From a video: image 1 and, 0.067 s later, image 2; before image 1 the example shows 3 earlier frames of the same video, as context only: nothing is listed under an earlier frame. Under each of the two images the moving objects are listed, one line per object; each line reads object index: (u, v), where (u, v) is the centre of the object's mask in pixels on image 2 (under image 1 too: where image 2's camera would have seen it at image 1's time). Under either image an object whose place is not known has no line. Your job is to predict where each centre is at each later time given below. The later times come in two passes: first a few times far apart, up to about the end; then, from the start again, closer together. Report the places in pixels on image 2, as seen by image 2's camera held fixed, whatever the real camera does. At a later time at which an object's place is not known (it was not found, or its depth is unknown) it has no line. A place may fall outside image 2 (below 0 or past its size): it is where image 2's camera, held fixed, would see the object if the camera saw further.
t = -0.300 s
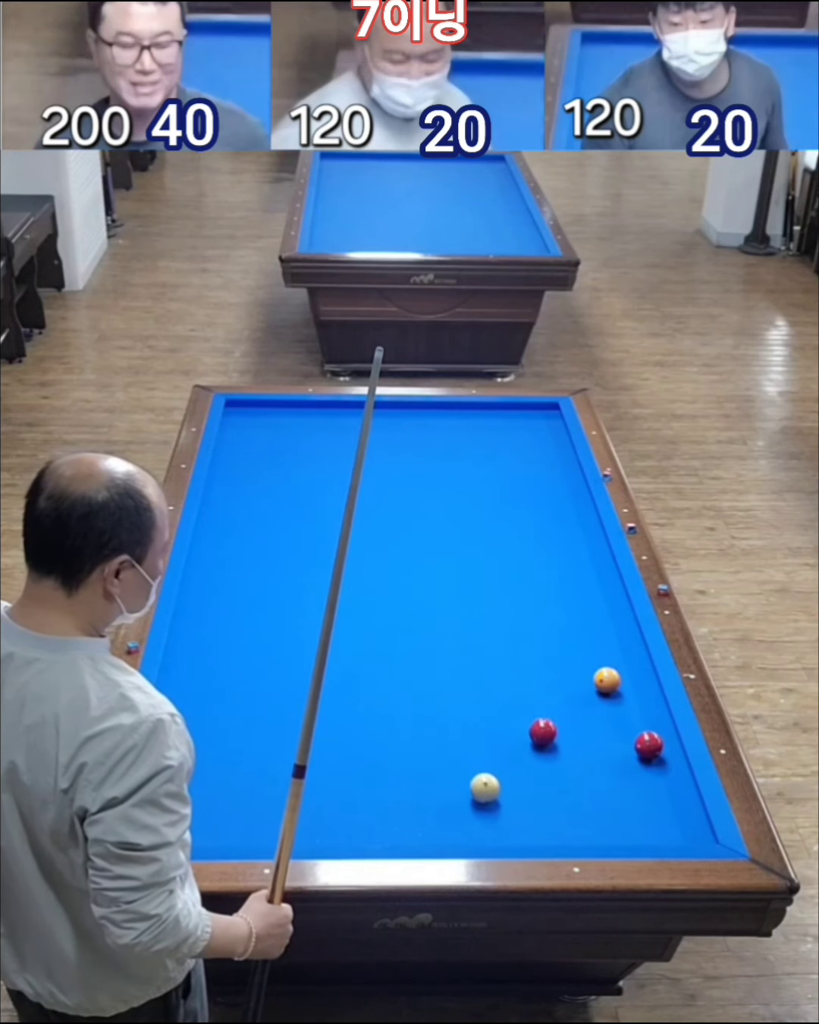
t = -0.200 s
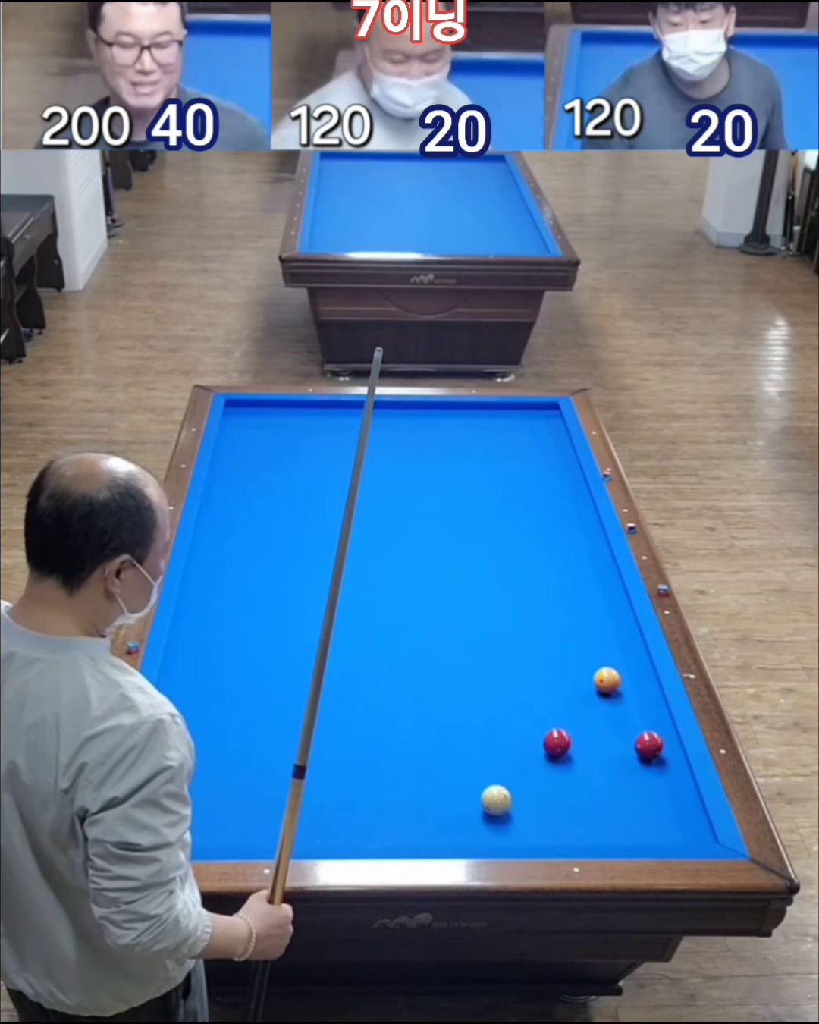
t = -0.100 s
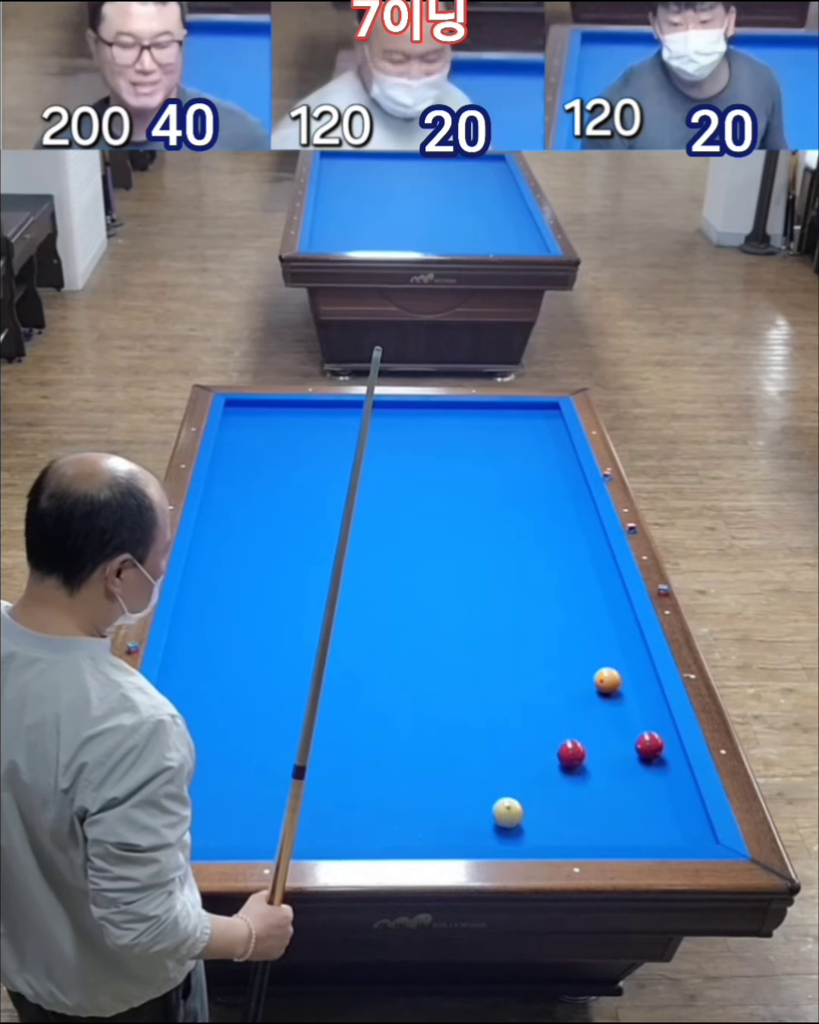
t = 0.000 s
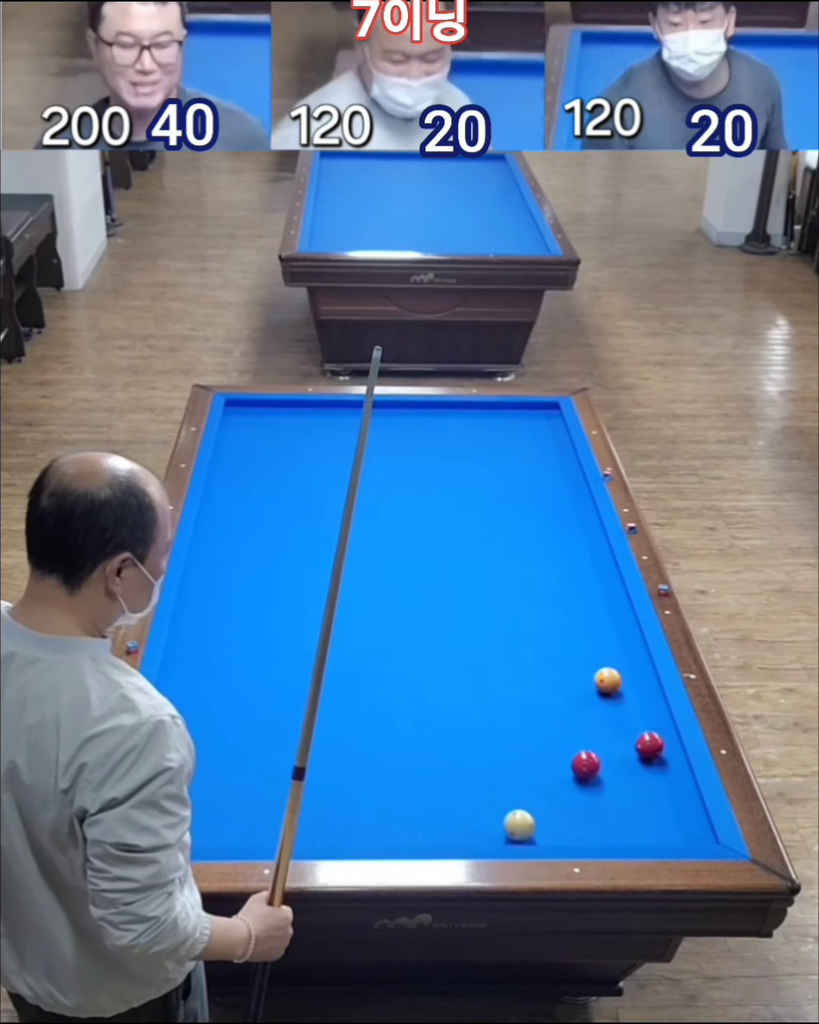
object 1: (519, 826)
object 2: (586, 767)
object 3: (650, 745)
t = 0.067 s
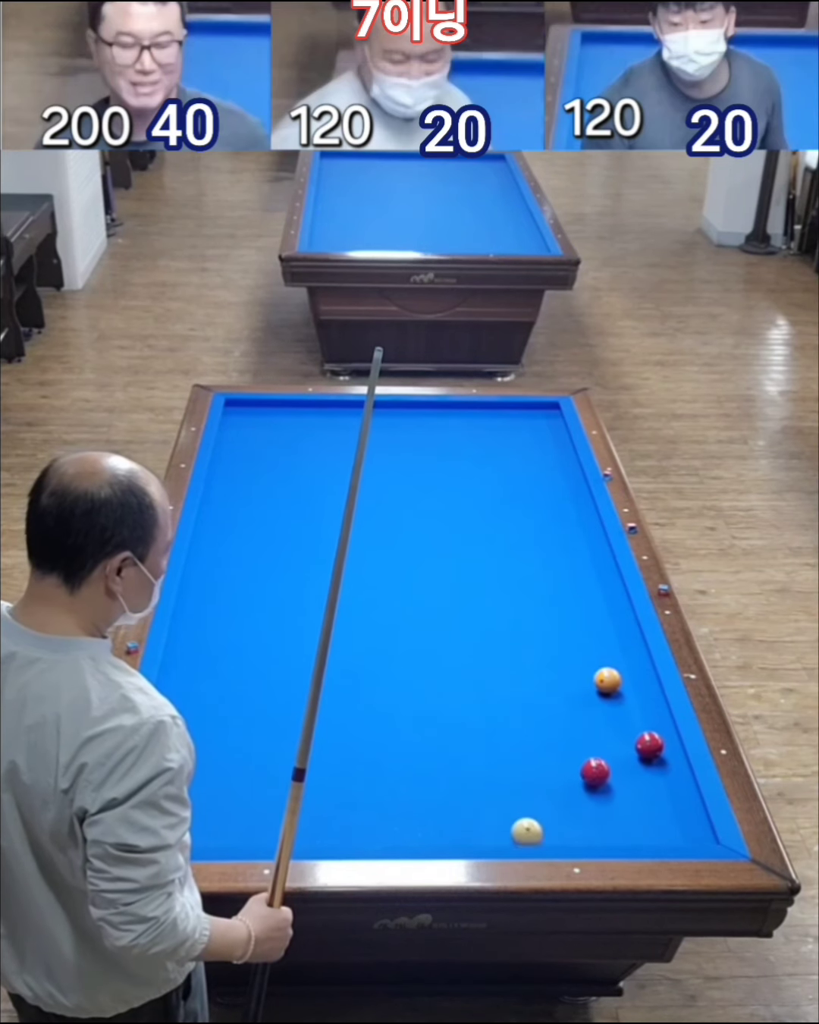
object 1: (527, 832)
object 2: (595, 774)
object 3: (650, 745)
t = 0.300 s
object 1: (548, 824)
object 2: (629, 800)
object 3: (649, 745)
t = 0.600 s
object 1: (572, 805)
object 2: (674, 832)
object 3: (649, 745)
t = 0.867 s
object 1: (592, 790)
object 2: (696, 824)
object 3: (649, 745)
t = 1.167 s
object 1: (612, 774)
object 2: (673, 806)
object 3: (650, 746)
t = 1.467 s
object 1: (631, 759)
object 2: (653, 791)
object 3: (651, 745)
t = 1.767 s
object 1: (634, 752)
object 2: (635, 776)
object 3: (661, 739)
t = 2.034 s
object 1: (637, 749)
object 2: (621, 767)
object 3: (663, 733)
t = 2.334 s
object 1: (638, 743)
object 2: (605, 760)
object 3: (657, 728)
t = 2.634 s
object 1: (638, 739)
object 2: (591, 754)
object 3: (652, 723)
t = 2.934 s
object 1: (638, 738)
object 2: (579, 748)
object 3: (649, 719)
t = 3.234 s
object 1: (639, 738)
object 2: (568, 744)
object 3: (646, 715)
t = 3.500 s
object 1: (639, 738)
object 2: (559, 741)
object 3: (645, 714)
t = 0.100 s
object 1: (531, 835)
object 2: (600, 777)
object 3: (649, 745)
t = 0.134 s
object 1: (534, 833)
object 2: (605, 781)
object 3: (649, 745)
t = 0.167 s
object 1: (536, 831)
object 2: (610, 785)
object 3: (649, 745)
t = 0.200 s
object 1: (540, 830)
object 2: (614, 789)
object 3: (649, 745)
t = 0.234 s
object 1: (543, 828)
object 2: (619, 792)
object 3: (649, 745)
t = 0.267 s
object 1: (546, 826)
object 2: (624, 796)
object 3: (649, 745)
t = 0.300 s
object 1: (548, 824)
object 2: (629, 800)
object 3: (649, 745)
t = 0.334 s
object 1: (551, 821)
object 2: (634, 804)
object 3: (649, 745)
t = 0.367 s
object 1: (553, 819)
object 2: (639, 807)
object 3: (649, 745)
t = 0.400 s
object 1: (556, 817)
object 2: (644, 811)
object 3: (649, 745)
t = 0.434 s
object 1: (559, 815)
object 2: (649, 815)
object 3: (649, 745)
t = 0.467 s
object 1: (562, 813)
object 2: (654, 819)
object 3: (649, 745)
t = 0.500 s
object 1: (564, 811)
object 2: (659, 822)
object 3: (649, 745)
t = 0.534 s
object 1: (567, 809)
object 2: (664, 827)
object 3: (649, 745)
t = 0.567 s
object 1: (570, 807)
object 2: (669, 829)
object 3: (649, 745)
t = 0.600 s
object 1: (572, 805)
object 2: (674, 832)
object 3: (649, 745)
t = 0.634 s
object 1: (575, 803)
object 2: (679, 834)
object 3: (649, 745)
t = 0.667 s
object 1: (577, 801)
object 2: (683, 834)
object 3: (649, 745)
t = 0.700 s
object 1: (580, 799)
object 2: (685, 832)
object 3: (649, 745)
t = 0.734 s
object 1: (582, 797)
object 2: (688, 831)
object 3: (649, 745)
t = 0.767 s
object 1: (584, 795)
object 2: (691, 829)
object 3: (649, 745)
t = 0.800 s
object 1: (587, 793)
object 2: (694, 828)
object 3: (649, 745)
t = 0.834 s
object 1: (590, 791)
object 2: (696, 826)
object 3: (649, 745)
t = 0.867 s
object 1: (592, 790)
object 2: (696, 824)
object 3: (649, 745)
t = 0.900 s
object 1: (594, 788)
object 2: (693, 822)
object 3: (649, 745)
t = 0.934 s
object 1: (596, 786)
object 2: (691, 819)
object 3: (649, 745)
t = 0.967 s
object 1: (599, 784)
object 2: (688, 818)
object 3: (650, 745)
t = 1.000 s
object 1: (601, 782)
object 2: (685, 816)
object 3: (650, 745)
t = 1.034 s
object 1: (603, 781)
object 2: (683, 814)
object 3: (650, 745)
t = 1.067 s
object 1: (606, 779)
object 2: (680, 812)
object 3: (650, 745)
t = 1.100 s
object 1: (608, 777)
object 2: (678, 810)
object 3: (650, 745)
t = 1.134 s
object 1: (610, 775)
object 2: (676, 808)
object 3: (650, 746)
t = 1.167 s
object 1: (612, 774)
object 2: (673, 806)
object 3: (650, 746)
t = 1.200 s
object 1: (614, 772)
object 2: (671, 805)
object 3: (650, 745)
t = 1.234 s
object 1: (616, 770)
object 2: (669, 803)
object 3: (650, 746)
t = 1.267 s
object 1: (618, 769)
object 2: (666, 801)
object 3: (650, 745)
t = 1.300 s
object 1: (621, 767)
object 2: (664, 799)
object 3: (649, 745)
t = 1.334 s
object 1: (623, 765)
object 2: (661, 798)
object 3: (650, 745)
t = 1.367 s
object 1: (625, 764)
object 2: (659, 796)
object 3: (650, 745)
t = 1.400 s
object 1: (627, 762)
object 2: (657, 794)
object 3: (650, 745)
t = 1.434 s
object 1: (629, 761)
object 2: (655, 792)
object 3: (650, 745)
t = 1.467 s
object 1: (631, 759)
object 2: (653, 791)
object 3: (651, 745)
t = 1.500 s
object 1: (632, 758)
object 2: (651, 789)
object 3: (652, 744)
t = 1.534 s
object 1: (632, 757)
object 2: (649, 787)
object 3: (653, 743)
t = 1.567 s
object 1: (633, 757)
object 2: (647, 785)
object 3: (654, 743)
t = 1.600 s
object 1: (633, 756)
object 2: (645, 784)
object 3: (655, 742)
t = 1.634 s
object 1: (633, 755)
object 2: (642, 782)
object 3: (656, 742)
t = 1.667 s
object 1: (633, 754)
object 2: (640, 781)
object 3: (657, 741)
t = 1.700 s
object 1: (633, 754)
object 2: (639, 779)
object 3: (658, 740)
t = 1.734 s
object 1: (634, 753)
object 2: (637, 778)
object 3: (659, 740)
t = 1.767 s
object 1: (634, 752)
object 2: (635, 776)
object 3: (661, 739)
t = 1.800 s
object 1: (635, 751)
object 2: (634, 775)
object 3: (662, 738)
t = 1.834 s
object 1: (635, 751)
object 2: (632, 773)
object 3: (663, 737)
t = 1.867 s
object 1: (636, 750)
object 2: (630, 772)
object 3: (664, 737)
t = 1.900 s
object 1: (636, 750)
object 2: (628, 772)
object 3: (665, 735)
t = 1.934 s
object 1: (636, 749)
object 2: (626, 770)
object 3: (665, 734)
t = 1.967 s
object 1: (636, 749)
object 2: (624, 770)
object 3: (664, 734)
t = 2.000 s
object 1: (636, 748)
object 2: (622, 768)
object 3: (664, 733)
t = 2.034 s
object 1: (637, 749)
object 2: (621, 767)
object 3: (663, 733)
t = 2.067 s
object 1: (637, 748)
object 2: (619, 766)
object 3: (662, 733)
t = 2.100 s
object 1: (637, 748)
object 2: (617, 766)
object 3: (661, 732)
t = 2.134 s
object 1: (637, 747)
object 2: (615, 765)
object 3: (660, 732)
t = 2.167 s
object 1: (637, 747)
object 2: (613, 764)
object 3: (660, 731)
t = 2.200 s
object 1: (637, 746)
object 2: (612, 763)
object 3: (659, 731)
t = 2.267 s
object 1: (637, 745)
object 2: (608, 761)
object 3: (658, 729)
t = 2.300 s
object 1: (637, 744)
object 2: (607, 761)
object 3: (658, 729)
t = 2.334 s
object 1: (638, 743)
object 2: (605, 760)
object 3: (657, 728)
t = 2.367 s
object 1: (638, 743)
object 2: (603, 760)
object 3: (656, 728)
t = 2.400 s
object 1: (638, 742)
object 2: (601, 759)
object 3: (656, 727)
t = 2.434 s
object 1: (638, 742)
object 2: (600, 758)
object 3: (655, 726)
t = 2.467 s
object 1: (639, 741)
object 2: (599, 757)
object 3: (655, 726)
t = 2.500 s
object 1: (639, 740)
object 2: (597, 757)
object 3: (654, 725)
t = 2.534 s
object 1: (638, 740)
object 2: (595, 756)
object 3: (654, 725)
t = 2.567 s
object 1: (638, 740)
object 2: (594, 755)
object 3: (653, 724)
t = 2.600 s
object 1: (638, 740)
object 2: (592, 754)
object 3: (653, 723)
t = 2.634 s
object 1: (638, 739)
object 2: (591, 754)
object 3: (652, 723)
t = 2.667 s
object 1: (638, 739)
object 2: (590, 753)
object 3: (652, 722)
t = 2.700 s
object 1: (638, 739)
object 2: (588, 752)
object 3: (651, 722)
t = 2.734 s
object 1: (638, 739)
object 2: (587, 752)
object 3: (651, 721)
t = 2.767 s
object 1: (638, 739)
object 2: (585, 751)
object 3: (651, 721)
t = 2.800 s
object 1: (638, 738)
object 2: (584, 750)
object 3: (651, 720)
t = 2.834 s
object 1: (638, 738)
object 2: (583, 750)
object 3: (650, 720)
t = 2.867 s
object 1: (638, 738)
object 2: (581, 749)
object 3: (650, 719)
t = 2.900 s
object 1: (638, 739)
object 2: (580, 748)
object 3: (649, 719)
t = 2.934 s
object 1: (638, 738)
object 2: (579, 748)
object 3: (649, 719)
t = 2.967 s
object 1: (638, 738)
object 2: (577, 747)
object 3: (649, 718)
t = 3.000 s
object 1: (638, 738)
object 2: (576, 747)
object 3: (648, 718)
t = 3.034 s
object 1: (639, 738)
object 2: (575, 747)
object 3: (648, 717)
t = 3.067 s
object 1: (639, 738)
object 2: (574, 746)
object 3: (648, 717)
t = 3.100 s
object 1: (639, 738)
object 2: (572, 746)
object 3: (648, 717)
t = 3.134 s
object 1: (639, 738)
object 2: (571, 745)
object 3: (647, 716)
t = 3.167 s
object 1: (639, 738)
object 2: (570, 745)
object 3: (647, 716)
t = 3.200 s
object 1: (639, 738)
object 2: (569, 744)
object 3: (647, 716)
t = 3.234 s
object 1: (639, 738)
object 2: (568, 744)
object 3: (646, 715)
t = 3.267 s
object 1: (639, 738)
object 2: (566, 744)
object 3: (646, 715)
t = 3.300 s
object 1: (639, 738)
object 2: (565, 743)
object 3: (646, 715)
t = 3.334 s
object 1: (639, 738)
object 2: (564, 743)
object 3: (646, 715)
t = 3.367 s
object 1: (639, 738)
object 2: (563, 743)
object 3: (645, 714)
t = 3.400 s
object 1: (639, 738)
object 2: (562, 741)
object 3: (645, 714)
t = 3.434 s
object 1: (639, 738)
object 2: (561, 742)
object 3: (645, 714)
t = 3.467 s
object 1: (639, 738)
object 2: (560, 741)
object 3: (645, 714)
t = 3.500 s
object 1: (639, 738)
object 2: (559, 741)
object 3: (645, 714)
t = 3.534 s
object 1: (639, 738)
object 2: (557, 741)
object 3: (644, 714)
